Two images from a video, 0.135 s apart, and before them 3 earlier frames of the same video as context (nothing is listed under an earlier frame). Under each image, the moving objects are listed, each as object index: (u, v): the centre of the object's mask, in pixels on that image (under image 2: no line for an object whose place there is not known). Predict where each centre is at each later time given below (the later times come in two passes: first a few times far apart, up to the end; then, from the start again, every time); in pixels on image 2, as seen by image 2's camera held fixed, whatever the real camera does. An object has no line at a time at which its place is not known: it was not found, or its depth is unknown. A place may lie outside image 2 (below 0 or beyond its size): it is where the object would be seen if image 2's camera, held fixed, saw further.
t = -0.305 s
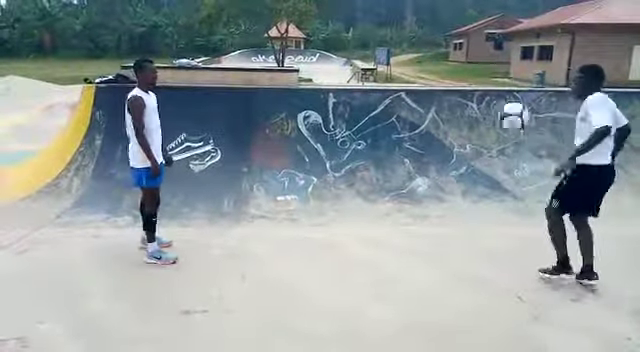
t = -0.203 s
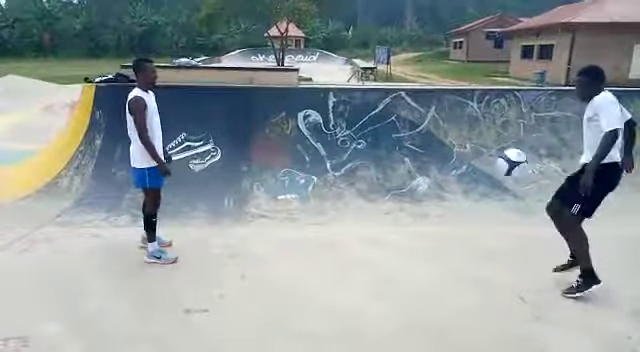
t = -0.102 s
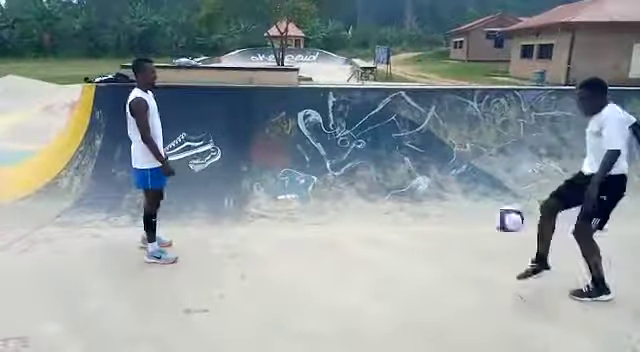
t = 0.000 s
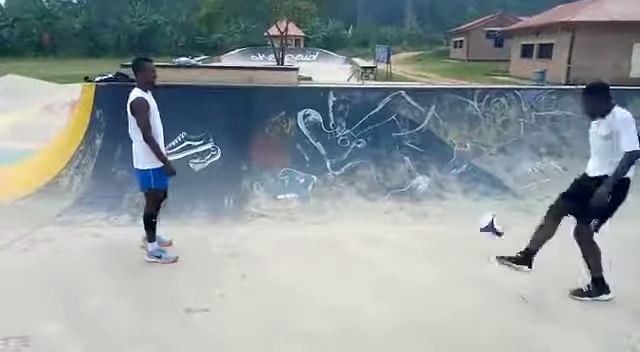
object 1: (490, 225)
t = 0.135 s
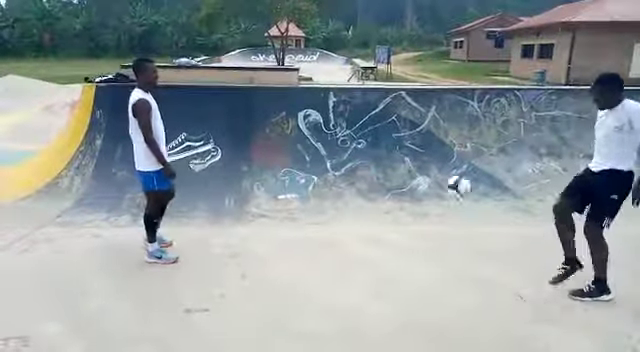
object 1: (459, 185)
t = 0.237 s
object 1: (436, 173)
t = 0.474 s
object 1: (395, 184)
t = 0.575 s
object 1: (380, 202)
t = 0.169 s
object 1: (452, 181)
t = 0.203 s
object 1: (443, 178)
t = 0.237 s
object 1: (436, 173)
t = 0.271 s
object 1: (430, 172)
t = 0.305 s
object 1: (423, 170)
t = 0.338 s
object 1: (416, 172)
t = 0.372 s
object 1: (410, 173)
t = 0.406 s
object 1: (404, 178)
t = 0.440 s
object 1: (400, 180)
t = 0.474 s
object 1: (395, 184)
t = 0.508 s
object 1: (389, 189)
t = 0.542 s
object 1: (384, 195)
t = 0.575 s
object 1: (380, 202)
